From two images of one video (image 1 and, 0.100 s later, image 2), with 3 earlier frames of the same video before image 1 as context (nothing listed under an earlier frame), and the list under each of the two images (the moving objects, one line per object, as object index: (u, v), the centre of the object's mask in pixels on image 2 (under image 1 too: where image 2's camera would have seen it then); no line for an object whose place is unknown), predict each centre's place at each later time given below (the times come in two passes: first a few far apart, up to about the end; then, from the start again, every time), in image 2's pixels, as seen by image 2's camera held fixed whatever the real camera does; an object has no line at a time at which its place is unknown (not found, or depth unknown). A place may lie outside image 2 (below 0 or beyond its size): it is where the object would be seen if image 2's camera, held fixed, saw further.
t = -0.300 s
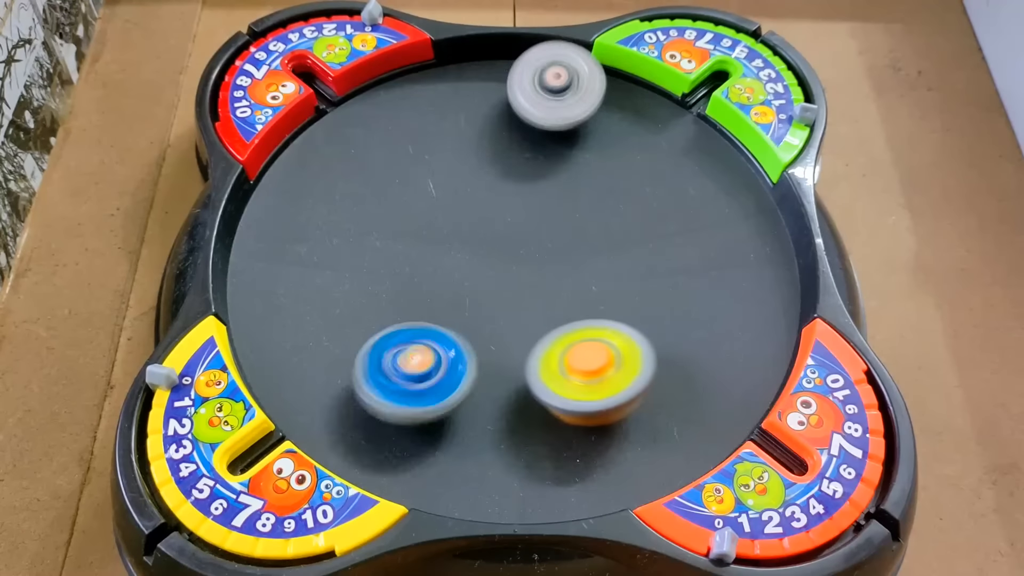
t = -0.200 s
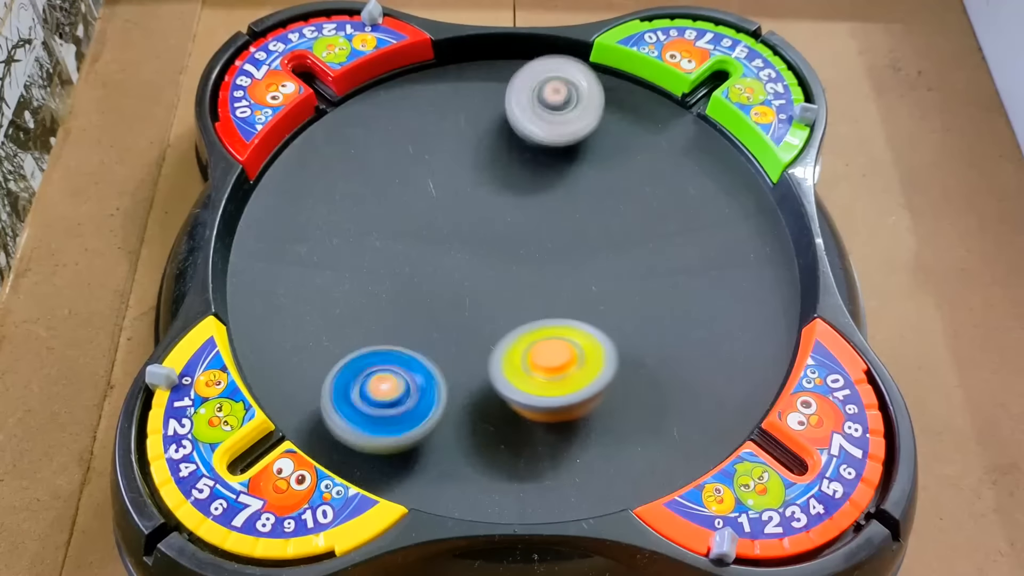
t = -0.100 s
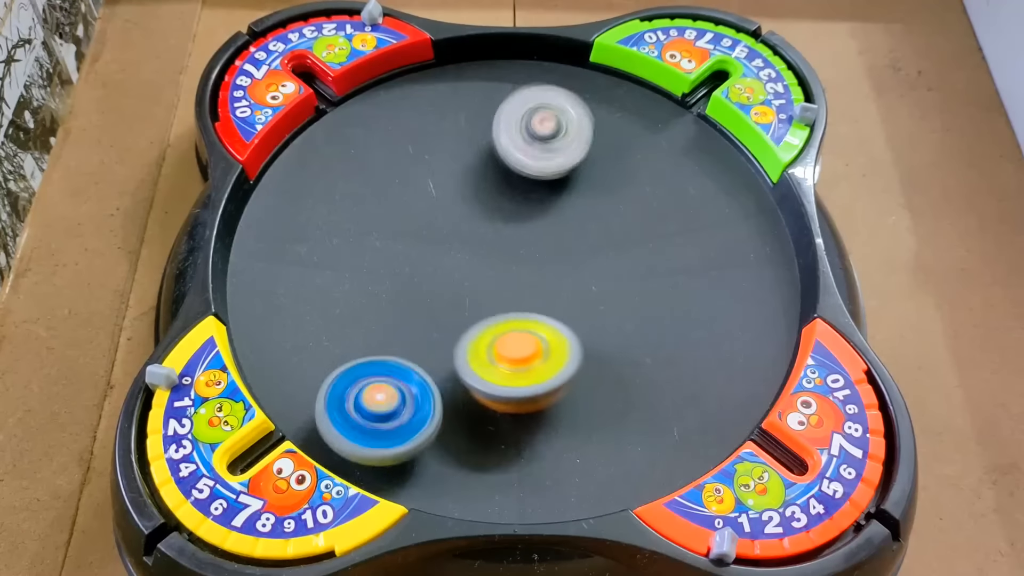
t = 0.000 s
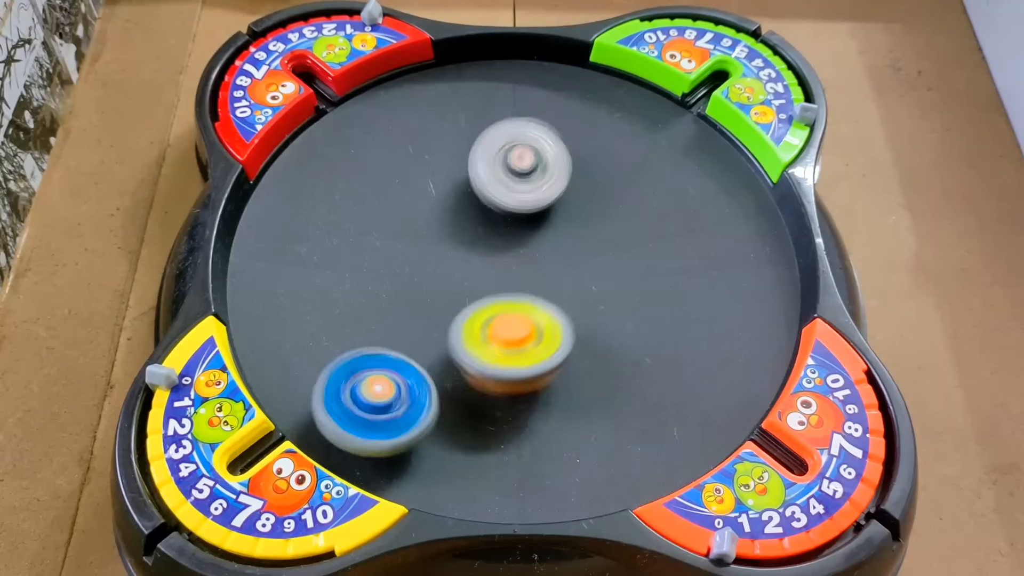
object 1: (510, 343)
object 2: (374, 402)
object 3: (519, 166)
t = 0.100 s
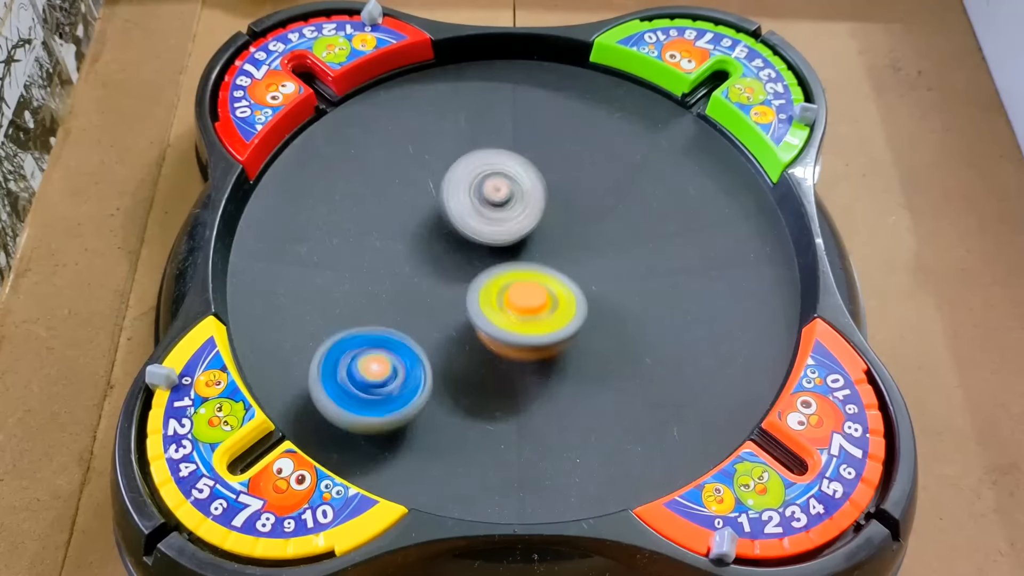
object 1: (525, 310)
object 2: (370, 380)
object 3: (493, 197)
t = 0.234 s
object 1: (526, 320)
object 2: (377, 327)
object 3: (439, 200)
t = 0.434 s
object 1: (543, 317)
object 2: (363, 334)
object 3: (394, 112)
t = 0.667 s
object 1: (571, 306)
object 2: (454, 370)
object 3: (567, 167)
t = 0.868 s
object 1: (692, 393)
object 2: (550, 310)
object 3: (598, 216)
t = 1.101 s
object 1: (723, 315)
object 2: (593, 384)
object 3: (618, 171)
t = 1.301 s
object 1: (689, 254)
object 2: (627, 372)
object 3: (612, 206)
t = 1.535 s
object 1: (695, 284)
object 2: (574, 302)
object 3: (538, 197)
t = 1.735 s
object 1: (654, 291)
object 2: (521, 278)
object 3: (542, 183)
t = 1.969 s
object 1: (587, 303)
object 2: (446, 257)
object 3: (556, 188)
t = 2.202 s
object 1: (516, 309)
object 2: (383, 255)
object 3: (554, 218)
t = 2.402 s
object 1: (483, 325)
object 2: (380, 248)
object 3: (550, 243)
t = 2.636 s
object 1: (446, 332)
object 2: (416, 221)
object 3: (558, 260)
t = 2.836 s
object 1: (430, 309)
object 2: (468, 210)
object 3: (567, 276)
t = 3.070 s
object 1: (431, 268)
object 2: (510, 202)
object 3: (591, 301)
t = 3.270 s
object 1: (432, 236)
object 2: (549, 210)
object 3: (579, 301)
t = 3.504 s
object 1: (451, 202)
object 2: (567, 199)
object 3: (557, 321)
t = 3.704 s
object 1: (457, 182)
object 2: (592, 187)
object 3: (542, 328)
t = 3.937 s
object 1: (488, 174)
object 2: (590, 212)
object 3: (524, 328)
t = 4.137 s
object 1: (507, 166)
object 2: (566, 236)
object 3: (512, 315)
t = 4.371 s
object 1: (513, 137)
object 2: (515, 219)
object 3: (493, 300)
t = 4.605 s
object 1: (519, 139)
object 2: (432, 241)
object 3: (490, 300)
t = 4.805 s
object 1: (529, 161)
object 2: (425, 283)
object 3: (513, 279)
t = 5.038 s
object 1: (558, 177)
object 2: (427, 292)
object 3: (515, 270)
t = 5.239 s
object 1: (584, 198)
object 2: (427, 293)
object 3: (511, 266)
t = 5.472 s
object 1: (606, 227)
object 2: (425, 291)
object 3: (506, 262)
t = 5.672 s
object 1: (613, 256)
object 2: (425, 292)
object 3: (505, 257)
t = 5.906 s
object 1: (602, 286)
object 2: (425, 292)
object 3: (504, 256)
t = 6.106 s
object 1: (592, 314)
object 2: (426, 292)
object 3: (500, 248)
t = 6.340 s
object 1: (555, 327)
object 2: (427, 292)
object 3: (495, 239)
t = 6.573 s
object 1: (524, 335)
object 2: (421, 288)
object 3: (494, 242)
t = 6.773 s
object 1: (507, 336)
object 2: (414, 270)
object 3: (493, 245)
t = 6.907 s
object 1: (495, 328)
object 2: (418, 259)
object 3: (496, 239)
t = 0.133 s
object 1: (522, 302)
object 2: (371, 368)
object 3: (484, 207)
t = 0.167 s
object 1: (516, 296)
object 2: (372, 355)
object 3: (475, 213)
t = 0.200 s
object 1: (521, 308)
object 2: (374, 342)
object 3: (458, 206)
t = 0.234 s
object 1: (526, 320)
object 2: (377, 327)
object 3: (439, 200)
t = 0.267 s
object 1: (526, 327)
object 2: (380, 313)
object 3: (422, 198)
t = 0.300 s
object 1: (523, 329)
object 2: (383, 300)
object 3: (408, 198)
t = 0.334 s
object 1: (516, 327)
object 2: (387, 286)
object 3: (399, 198)
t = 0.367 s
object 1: (509, 322)
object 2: (387, 298)
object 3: (393, 183)
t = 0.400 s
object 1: (524, 319)
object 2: (370, 321)
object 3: (392, 144)
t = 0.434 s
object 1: (543, 317)
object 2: (363, 334)
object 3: (394, 112)
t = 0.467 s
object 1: (558, 313)
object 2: (369, 347)
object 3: (408, 97)
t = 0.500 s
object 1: (566, 305)
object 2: (376, 358)
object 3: (445, 113)
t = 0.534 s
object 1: (569, 296)
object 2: (388, 366)
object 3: (477, 131)
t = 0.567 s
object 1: (569, 286)
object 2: (403, 371)
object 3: (505, 152)
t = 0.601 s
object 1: (565, 275)
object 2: (420, 374)
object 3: (532, 176)
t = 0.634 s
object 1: (566, 279)
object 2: (436, 373)
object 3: (553, 180)
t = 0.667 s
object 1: (571, 306)
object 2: (454, 370)
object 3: (567, 167)
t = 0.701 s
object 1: (579, 327)
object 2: (469, 364)
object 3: (579, 168)
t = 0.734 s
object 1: (605, 347)
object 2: (486, 355)
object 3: (589, 173)
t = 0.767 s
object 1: (635, 372)
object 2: (504, 345)
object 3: (595, 180)
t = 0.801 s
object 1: (659, 386)
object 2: (519, 334)
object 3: (597, 188)
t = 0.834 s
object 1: (678, 393)
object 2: (535, 322)
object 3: (599, 202)
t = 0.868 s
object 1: (692, 393)
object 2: (550, 310)
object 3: (598, 216)
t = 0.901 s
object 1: (701, 386)
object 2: (556, 313)
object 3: (599, 220)
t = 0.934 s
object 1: (709, 375)
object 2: (551, 338)
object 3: (610, 200)
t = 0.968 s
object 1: (716, 363)
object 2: (553, 350)
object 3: (618, 182)
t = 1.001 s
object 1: (720, 351)
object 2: (564, 360)
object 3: (623, 170)
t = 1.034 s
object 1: (723, 339)
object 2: (573, 370)
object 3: (623, 165)
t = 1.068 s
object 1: (725, 327)
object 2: (584, 377)
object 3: (621, 165)
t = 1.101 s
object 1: (723, 315)
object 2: (593, 384)
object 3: (618, 171)
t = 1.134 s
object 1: (721, 303)
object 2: (603, 389)
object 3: (617, 177)
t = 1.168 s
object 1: (717, 291)
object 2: (611, 391)
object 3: (617, 184)
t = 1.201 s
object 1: (711, 280)
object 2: (620, 391)
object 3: (618, 192)
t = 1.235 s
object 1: (704, 269)
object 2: (626, 388)
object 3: (620, 198)
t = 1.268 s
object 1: (696, 261)
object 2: (629, 381)
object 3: (616, 201)
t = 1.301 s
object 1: (689, 254)
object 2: (627, 372)
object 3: (612, 206)
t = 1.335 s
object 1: (691, 255)
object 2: (624, 362)
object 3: (604, 205)
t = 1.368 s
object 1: (702, 265)
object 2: (617, 352)
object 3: (590, 200)
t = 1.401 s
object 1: (706, 273)
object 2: (610, 342)
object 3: (573, 194)
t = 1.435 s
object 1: (707, 278)
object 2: (602, 333)
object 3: (558, 191)
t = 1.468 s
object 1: (704, 281)
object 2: (592, 322)
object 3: (547, 191)
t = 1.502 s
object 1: (700, 283)
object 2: (583, 312)
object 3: (540, 194)
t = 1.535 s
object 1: (695, 284)
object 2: (574, 302)
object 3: (538, 197)
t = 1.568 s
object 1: (689, 285)
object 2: (565, 291)
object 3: (537, 201)
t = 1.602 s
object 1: (682, 286)
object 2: (557, 293)
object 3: (539, 198)
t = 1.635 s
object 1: (676, 287)
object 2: (550, 293)
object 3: (541, 187)
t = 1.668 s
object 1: (669, 288)
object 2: (541, 288)
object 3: (541, 181)
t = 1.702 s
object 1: (662, 289)
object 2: (531, 283)
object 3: (541, 181)
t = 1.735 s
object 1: (654, 291)
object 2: (521, 278)
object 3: (542, 183)
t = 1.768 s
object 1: (646, 292)
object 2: (511, 273)
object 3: (543, 183)
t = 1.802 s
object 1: (637, 294)
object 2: (502, 268)
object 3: (545, 186)
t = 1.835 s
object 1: (628, 295)
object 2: (492, 263)
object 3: (547, 188)
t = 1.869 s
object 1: (618, 297)
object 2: (483, 259)
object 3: (545, 190)
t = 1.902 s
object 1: (608, 299)
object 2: (468, 257)
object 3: (546, 191)
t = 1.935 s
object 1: (597, 301)
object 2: (454, 257)
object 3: (553, 189)
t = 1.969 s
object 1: (587, 303)
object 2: (446, 257)
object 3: (556, 188)
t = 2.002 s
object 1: (577, 304)
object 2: (433, 258)
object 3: (555, 189)
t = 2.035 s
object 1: (566, 306)
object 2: (422, 257)
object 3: (555, 195)
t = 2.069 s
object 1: (556, 307)
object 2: (413, 257)
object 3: (556, 199)
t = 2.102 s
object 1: (545, 308)
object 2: (402, 255)
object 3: (555, 202)
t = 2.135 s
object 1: (535, 308)
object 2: (395, 255)
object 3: (554, 209)
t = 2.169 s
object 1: (526, 309)
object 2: (388, 256)
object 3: (555, 215)
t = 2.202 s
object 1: (516, 309)
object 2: (383, 255)
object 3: (554, 218)
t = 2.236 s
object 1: (507, 309)
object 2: (379, 256)
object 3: (551, 222)
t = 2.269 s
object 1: (498, 310)
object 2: (377, 257)
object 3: (551, 229)
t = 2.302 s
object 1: (489, 309)
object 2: (378, 258)
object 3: (551, 233)
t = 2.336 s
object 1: (485, 311)
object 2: (380, 258)
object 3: (548, 236)
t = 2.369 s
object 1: (488, 317)
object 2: (379, 252)
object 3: (547, 242)
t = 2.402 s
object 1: (483, 325)
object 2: (380, 248)
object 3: (550, 243)
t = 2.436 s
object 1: (476, 333)
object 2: (381, 244)
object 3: (551, 241)
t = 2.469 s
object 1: (469, 336)
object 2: (384, 240)
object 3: (550, 244)
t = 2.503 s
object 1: (463, 337)
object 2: (388, 236)
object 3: (553, 249)
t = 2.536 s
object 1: (458, 338)
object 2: (394, 231)
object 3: (555, 250)
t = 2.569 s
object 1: (453, 337)
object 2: (400, 228)
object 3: (554, 252)
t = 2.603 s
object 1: (449, 335)
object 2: (408, 224)
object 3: (555, 257)
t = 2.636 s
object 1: (446, 332)
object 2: (416, 221)
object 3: (558, 260)
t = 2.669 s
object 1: (442, 329)
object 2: (424, 219)
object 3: (558, 259)
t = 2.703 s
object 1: (439, 326)
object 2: (435, 216)
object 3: (557, 263)
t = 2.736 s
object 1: (436, 323)
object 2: (445, 215)
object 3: (559, 267)
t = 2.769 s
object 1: (434, 318)
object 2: (453, 215)
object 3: (562, 267)
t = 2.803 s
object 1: (432, 314)
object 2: (464, 214)
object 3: (559, 267)
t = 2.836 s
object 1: (430, 309)
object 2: (468, 210)
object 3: (567, 276)
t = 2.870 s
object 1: (430, 304)
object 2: (471, 207)
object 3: (578, 285)
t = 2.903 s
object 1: (430, 298)
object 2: (477, 205)
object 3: (587, 290)
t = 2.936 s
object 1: (429, 292)
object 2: (481, 204)
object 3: (588, 294)
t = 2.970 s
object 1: (430, 286)
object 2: (488, 203)
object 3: (591, 298)
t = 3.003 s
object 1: (430, 279)
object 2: (497, 202)
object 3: (594, 300)
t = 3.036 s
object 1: (431, 273)
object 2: (502, 201)
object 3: (595, 300)
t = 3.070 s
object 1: (431, 268)
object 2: (510, 202)
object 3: (591, 301)
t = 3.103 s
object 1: (428, 264)
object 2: (520, 202)
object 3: (590, 304)
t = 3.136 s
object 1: (428, 259)
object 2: (525, 203)
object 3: (590, 303)
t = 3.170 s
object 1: (428, 253)
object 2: (530, 203)
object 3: (588, 303)
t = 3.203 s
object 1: (429, 248)
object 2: (540, 206)
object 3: (584, 304)
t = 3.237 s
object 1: (430, 242)
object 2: (546, 209)
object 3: (582, 303)
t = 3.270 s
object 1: (432, 236)
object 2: (549, 210)
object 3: (579, 301)
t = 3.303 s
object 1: (434, 230)
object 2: (553, 208)
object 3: (577, 303)
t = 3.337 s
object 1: (437, 224)
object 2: (556, 207)
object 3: (574, 306)
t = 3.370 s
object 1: (441, 219)
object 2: (558, 208)
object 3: (574, 307)
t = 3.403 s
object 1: (444, 214)
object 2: (560, 209)
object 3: (572, 305)
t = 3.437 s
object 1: (448, 210)
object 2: (562, 206)
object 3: (568, 310)
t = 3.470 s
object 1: (451, 206)
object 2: (564, 203)
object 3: (560, 316)
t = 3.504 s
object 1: (451, 202)
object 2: (567, 199)
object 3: (557, 321)
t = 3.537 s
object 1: (448, 198)
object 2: (573, 196)
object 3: (557, 323)
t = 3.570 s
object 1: (447, 195)
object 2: (577, 193)
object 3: (557, 323)
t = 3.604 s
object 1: (448, 190)
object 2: (583, 191)
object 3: (552, 321)
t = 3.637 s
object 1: (450, 188)
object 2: (587, 189)
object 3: (546, 323)
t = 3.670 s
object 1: (453, 184)
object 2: (589, 187)
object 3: (543, 327)
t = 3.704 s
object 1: (457, 182)
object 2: (592, 187)
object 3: (542, 328)
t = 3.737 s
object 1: (461, 180)
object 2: (593, 188)
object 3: (539, 327)
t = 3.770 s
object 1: (466, 178)
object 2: (593, 190)
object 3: (535, 330)
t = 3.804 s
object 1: (471, 177)
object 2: (594, 194)
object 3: (533, 333)
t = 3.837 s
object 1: (476, 176)
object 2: (593, 198)
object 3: (534, 333)
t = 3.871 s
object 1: (480, 176)
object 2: (592, 203)
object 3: (533, 329)
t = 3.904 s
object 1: (485, 175)
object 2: (591, 207)
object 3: (527, 327)
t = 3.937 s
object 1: (488, 174)
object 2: (590, 212)
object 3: (524, 328)
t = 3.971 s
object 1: (491, 173)
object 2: (589, 219)
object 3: (524, 327)
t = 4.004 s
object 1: (495, 172)
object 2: (586, 224)
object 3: (524, 324)
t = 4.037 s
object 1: (498, 172)
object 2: (585, 229)
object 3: (519, 319)
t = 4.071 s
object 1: (502, 171)
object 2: (581, 233)
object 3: (513, 317)
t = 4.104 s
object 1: (503, 168)
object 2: (574, 235)
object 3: (511, 316)
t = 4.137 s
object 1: (507, 166)
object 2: (566, 236)
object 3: (512, 315)
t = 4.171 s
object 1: (509, 164)
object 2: (562, 236)
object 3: (510, 310)
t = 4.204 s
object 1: (510, 158)
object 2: (556, 235)
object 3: (504, 307)
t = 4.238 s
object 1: (510, 152)
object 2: (549, 232)
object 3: (499, 306)
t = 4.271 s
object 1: (510, 148)
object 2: (543, 229)
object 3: (498, 307)
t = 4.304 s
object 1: (511, 144)
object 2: (535, 225)
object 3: (499, 305)
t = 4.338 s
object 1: (512, 140)
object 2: (526, 223)
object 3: (497, 302)
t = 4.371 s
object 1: (513, 137)
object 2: (515, 219)
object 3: (493, 300)
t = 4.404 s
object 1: (514, 136)
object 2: (502, 217)
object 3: (488, 300)
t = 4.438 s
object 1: (516, 135)
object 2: (489, 216)
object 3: (488, 302)
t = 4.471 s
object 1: (517, 136)
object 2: (476, 219)
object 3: (488, 300)
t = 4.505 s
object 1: (518, 136)
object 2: (461, 222)
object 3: (486, 296)
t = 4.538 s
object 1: (518, 137)
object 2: (449, 228)
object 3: (484, 294)
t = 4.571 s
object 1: (519, 137)
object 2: (440, 235)
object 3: (484, 297)
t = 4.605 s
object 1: (519, 139)
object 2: (432, 241)
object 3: (490, 300)
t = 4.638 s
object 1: (520, 140)
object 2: (425, 249)
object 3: (495, 297)
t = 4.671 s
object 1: (522, 143)
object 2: (420, 257)
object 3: (500, 292)
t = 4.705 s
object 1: (524, 147)
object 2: (421, 265)
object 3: (502, 290)
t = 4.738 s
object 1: (526, 151)
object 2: (420, 273)
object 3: (502, 287)
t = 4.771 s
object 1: (527, 156)
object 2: (423, 279)
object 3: (507, 284)
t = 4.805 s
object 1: (529, 161)
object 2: (425, 283)
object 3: (513, 279)
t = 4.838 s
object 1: (530, 167)
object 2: (429, 286)
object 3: (515, 273)
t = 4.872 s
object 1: (533, 171)
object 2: (432, 288)
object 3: (517, 271)
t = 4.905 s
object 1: (540, 167)
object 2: (428, 291)
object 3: (516, 276)
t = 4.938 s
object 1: (545, 166)
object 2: (426, 293)
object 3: (516, 276)
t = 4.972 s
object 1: (550, 169)
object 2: (426, 292)
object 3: (515, 275)
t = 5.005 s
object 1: (555, 173)
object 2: (426, 292)
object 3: (515, 272)
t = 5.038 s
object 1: (558, 177)
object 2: (427, 292)
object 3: (515, 270)
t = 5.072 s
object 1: (562, 181)
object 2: (427, 293)
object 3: (514, 269)
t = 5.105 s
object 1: (567, 184)
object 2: (428, 293)
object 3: (513, 268)
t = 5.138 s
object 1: (571, 187)
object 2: (428, 293)
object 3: (513, 267)
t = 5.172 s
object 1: (576, 190)
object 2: (427, 293)
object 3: (512, 267)
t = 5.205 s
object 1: (580, 194)
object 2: (427, 292)
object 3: (512, 267)
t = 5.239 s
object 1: (584, 198)
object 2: (427, 293)
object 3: (511, 266)
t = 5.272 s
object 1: (589, 201)
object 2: (427, 293)
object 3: (510, 266)
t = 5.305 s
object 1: (593, 206)
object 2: (428, 293)
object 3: (510, 266)
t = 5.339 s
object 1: (596, 210)
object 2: (427, 293)
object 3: (509, 265)
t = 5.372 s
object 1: (598, 215)
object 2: (427, 293)
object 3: (509, 264)
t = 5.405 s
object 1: (599, 219)
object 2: (427, 292)
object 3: (509, 263)
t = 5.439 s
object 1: (603, 223)
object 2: (425, 292)
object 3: (506, 262)
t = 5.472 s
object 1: (606, 227)
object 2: (425, 291)
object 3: (506, 262)
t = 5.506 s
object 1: (608, 232)
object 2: (425, 291)
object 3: (506, 261)
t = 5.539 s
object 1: (609, 236)
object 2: (426, 292)
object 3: (507, 260)
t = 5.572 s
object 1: (610, 241)
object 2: (426, 292)
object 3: (507, 259)
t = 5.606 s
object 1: (610, 246)
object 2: (426, 292)
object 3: (506, 258)
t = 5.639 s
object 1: (612, 251)
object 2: (425, 292)
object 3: (505, 258)
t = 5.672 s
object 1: (613, 256)
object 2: (425, 292)
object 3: (505, 257)
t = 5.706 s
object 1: (613, 260)
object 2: (425, 292)
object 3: (505, 257)
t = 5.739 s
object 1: (612, 265)
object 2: (425, 292)
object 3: (504, 257)
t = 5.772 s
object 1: (610, 268)
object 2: (425, 292)
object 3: (505, 257)
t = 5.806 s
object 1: (608, 273)
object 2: (425, 292)
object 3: (504, 258)
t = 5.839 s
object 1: (606, 277)
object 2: (425, 292)
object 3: (504, 257)
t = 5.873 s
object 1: (604, 282)
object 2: (425, 292)
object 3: (504, 257)
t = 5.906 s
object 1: (602, 286)
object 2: (425, 292)
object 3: (504, 256)
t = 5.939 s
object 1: (600, 290)
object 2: (425, 292)
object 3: (504, 256)
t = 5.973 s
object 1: (597, 294)
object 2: (425, 292)
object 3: (503, 256)
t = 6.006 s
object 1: (598, 300)
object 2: (424, 291)
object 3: (501, 253)
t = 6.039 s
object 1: (598, 306)
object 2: (424, 291)
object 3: (499, 251)
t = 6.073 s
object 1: (596, 310)
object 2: (424, 291)
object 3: (499, 249)
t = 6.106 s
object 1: (592, 314)
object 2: (426, 292)
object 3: (500, 248)
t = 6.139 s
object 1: (588, 316)
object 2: (426, 292)
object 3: (501, 247)
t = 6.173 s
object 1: (582, 317)
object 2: (426, 292)
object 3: (500, 248)
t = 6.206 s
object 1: (576, 318)
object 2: (426, 292)
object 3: (500, 248)
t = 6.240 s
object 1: (570, 319)
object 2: (426, 292)
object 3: (500, 248)
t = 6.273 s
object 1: (563, 319)
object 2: (426, 292)
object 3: (500, 248)
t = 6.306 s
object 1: (558, 322)
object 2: (427, 292)
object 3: (498, 244)
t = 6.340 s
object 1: (555, 327)
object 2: (427, 292)
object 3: (495, 239)
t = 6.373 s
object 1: (549, 330)
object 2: (427, 293)
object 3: (494, 238)
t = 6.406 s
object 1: (543, 332)
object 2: (428, 293)
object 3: (494, 238)
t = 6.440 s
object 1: (537, 333)
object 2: (428, 293)
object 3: (494, 239)
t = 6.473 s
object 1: (535, 334)
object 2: (427, 292)
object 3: (494, 240)
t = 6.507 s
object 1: (532, 336)
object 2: (424, 290)
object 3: (494, 240)
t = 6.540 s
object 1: (528, 336)
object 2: (422, 289)
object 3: (494, 241)
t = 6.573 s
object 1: (524, 335)
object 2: (421, 288)
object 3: (494, 242)
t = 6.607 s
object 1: (521, 335)
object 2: (420, 287)
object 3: (494, 243)
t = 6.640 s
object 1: (519, 335)
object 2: (418, 284)
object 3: (494, 244)
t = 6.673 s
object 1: (517, 335)
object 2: (415, 281)
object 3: (494, 245)
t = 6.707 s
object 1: (514, 335)
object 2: (414, 278)
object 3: (493, 246)
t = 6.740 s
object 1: (511, 334)
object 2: (413, 274)
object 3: (493, 246)
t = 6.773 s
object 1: (507, 336)
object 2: (414, 270)
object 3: (493, 245)
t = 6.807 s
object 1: (505, 335)
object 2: (415, 267)
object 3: (493, 244)
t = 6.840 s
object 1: (502, 334)
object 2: (416, 263)
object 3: (494, 242)
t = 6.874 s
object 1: (499, 332)
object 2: (418, 260)
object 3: (495, 241)
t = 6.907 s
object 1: (495, 328)
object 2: (418, 259)
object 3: (496, 239)
